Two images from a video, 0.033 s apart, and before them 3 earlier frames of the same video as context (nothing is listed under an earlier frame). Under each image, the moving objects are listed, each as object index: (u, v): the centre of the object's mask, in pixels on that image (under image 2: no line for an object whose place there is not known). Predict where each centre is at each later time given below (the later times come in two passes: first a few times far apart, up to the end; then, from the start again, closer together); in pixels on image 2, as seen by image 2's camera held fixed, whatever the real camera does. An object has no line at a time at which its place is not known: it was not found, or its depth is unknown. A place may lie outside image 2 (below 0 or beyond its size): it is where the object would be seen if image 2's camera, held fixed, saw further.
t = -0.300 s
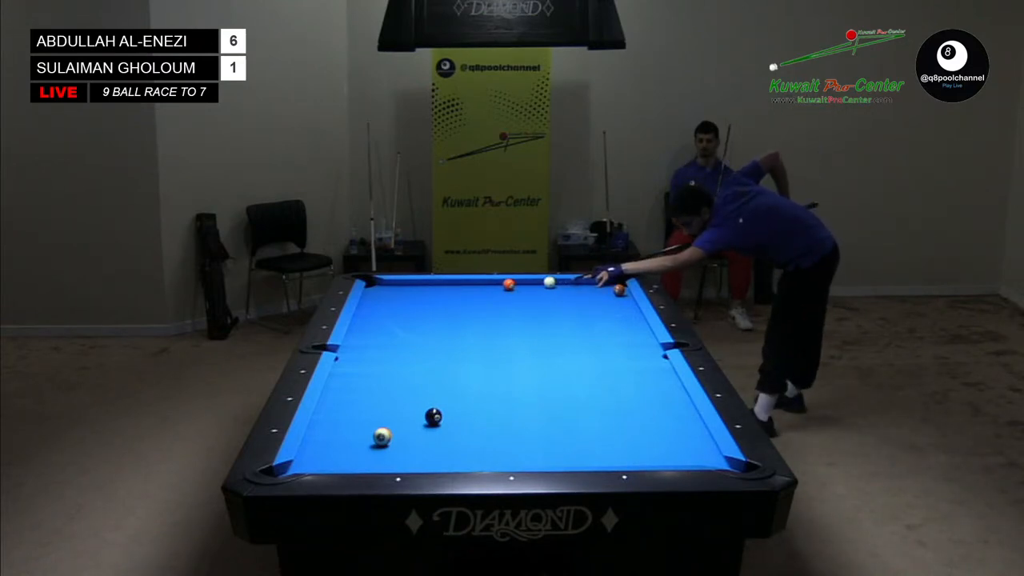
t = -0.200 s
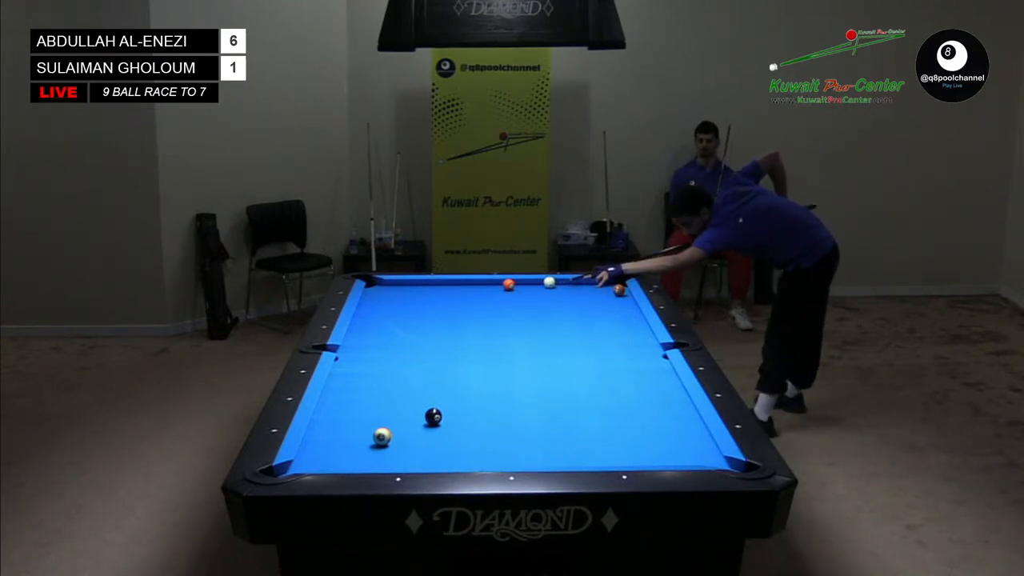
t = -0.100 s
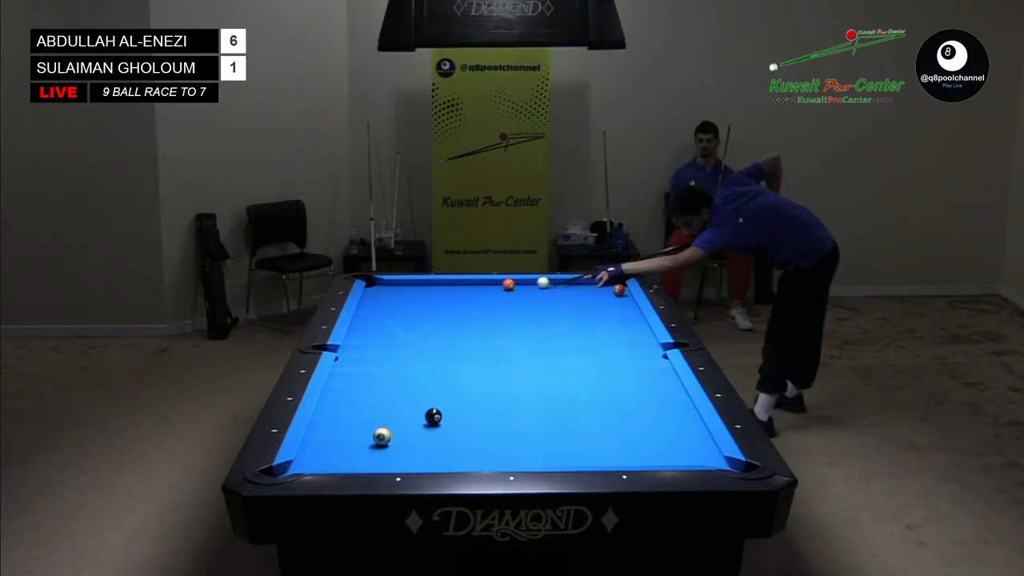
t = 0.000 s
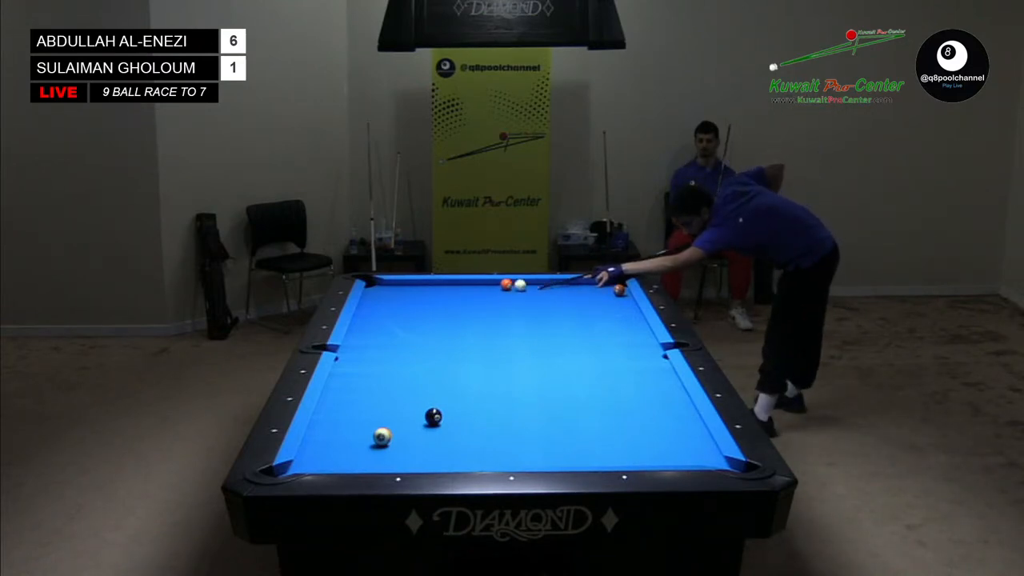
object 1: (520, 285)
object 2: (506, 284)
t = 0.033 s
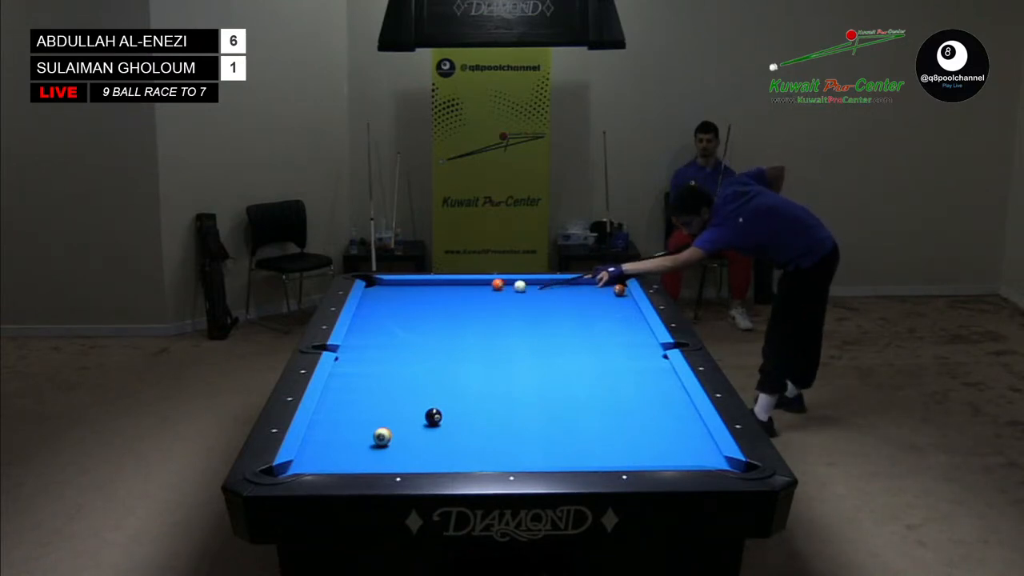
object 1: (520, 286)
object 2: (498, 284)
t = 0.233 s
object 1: (524, 289)
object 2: (461, 283)
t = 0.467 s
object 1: (531, 293)
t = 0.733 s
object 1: (537, 297)
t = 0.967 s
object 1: (543, 300)
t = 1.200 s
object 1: (548, 304)
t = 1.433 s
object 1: (553, 307)
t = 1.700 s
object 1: (559, 310)
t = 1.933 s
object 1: (563, 312)
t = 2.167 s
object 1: (567, 315)
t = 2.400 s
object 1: (570, 317)
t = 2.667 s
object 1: (574, 319)
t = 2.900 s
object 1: (577, 321)
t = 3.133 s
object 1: (580, 323)
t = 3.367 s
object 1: (582, 324)
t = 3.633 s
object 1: (584, 326)
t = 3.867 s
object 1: (585, 327)
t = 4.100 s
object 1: (586, 328)
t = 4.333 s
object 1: (586, 328)
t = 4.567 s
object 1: (586, 328)
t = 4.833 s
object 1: (586, 328)
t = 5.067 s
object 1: (586, 328)
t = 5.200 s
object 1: (586, 328)
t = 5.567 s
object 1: (587, 329)
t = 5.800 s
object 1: (586, 328)
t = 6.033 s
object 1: (586, 328)
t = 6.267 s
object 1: (587, 328)
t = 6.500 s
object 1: (587, 328)
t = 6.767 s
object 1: (587, 328)
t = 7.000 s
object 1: (587, 328)
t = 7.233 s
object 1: (587, 328)
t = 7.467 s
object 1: (587, 328)
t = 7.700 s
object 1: (587, 328)
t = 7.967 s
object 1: (586, 328)
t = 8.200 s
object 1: (586, 328)
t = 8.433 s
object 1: (587, 328)
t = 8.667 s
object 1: (586, 328)
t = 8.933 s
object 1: (587, 328)
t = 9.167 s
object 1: (587, 328)
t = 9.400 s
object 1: (587, 328)
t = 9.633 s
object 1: (587, 328)
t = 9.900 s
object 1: (587, 328)
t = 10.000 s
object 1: (587, 328)
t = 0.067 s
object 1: (520, 287)
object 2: (490, 284)
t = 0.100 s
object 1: (520, 287)
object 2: (486, 284)
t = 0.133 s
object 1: (521, 288)
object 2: (479, 284)
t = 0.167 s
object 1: (522, 289)
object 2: (471, 284)
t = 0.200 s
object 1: (523, 289)
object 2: (468, 283)
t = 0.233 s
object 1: (524, 289)
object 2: (461, 283)
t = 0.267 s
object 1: (525, 290)
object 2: (454, 283)
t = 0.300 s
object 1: (526, 290)
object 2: (451, 283)
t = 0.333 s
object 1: (526, 291)
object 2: (448, 283)
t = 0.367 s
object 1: (527, 291)
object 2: (441, 283)
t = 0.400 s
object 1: (528, 292)
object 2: (434, 283)
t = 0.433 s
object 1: (529, 292)
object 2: (428, 282)
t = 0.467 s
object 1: (531, 293)
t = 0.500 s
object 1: (531, 294)
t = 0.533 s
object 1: (532, 294)
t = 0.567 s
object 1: (533, 295)
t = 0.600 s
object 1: (534, 295)
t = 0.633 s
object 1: (535, 296)
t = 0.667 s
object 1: (536, 296)
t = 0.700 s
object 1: (536, 296)
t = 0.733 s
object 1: (537, 297)
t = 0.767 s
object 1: (538, 297)
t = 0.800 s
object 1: (539, 298)
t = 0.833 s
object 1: (540, 298)
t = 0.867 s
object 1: (540, 299)
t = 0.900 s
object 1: (541, 299)
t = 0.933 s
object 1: (542, 300)
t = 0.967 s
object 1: (543, 300)
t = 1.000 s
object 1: (543, 300)
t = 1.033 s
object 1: (544, 301)
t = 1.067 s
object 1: (545, 302)
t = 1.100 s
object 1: (546, 302)
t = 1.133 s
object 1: (546, 302)
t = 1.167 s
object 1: (547, 303)
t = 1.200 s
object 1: (548, 304)
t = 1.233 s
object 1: (549, 304)
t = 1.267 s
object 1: (550, 305)
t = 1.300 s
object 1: (550, 305)
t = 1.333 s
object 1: (551, 305)
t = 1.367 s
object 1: (552, 306)
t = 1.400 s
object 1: (552, 306)
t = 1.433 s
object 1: (553, 307)
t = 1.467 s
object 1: (554, 307)
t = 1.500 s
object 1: (555, 307)
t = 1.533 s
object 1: (555, 307)
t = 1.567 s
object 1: (556, 308)
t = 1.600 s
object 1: (557, 309)
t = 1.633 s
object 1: (558, 309)
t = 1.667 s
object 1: (558, 310)
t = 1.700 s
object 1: (559, 310)
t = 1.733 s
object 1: (559, 310)
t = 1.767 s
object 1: (560, 311)
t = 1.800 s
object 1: (560, 311)
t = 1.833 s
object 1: (561, 311)
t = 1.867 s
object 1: (562, 312)
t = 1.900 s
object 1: (562, 312)
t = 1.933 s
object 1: (563, 312)
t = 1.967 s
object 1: (563, 313)
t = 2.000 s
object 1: (564, 313)
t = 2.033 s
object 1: (565, 314)
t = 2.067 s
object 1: (566, 314)
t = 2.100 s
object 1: (566, 314)
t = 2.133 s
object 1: (566, 315)
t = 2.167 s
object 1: (567, 315)
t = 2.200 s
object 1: (567, 315)
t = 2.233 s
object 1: (568, 316)
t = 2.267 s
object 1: (568, 316)
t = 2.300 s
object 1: (569, 316)
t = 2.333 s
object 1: (569, 316)
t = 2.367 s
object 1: (570, 317)
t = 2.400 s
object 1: (570, 317)
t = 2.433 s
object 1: (571, 318)
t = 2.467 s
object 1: (572, 318)
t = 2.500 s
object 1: (572, 318)
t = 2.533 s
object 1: (573, 318)
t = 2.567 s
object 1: (573, 319)
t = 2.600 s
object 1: (573, 319)
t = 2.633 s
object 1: (574, 319)
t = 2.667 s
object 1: (574, 319)
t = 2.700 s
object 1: (575, 319)
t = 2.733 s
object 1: (575, 320)
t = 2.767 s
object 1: (576, 320)
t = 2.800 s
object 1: (576, 320)
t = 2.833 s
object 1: (577, 320)
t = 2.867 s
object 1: (577, 321)
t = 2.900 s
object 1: (577, 321)
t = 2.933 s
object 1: (578, 321)
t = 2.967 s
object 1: (578, 322)
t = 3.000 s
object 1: (579, 322)
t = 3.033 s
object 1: (579, 322)
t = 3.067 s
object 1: (579, 322)
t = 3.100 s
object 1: (580, 323)
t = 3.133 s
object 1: (580, 323)
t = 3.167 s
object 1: (581, 323)
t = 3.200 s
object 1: (581, 323)
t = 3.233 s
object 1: (581, 324)
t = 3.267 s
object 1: (581, 324)
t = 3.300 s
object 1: (582, 324)
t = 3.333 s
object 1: (582, 324)
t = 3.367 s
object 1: (582, 324)
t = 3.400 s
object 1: (582, 325)
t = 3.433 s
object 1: (583, 325)
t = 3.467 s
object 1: (583, 325)
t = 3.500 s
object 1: (583, 325)
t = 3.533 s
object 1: (583, 325)
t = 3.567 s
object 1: (583, 325)
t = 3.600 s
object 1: (583, 326)
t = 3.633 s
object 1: (584, 326)
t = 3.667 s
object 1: (584, 326)
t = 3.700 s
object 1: (584, 326)
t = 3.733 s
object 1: (584, 326)
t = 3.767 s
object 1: (585, 327)
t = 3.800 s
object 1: (585, 327)
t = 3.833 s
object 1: (585, 327)
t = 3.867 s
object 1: (585, 327)
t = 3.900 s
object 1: (585, 327)
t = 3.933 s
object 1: (585, 327)
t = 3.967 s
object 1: (585, 327)
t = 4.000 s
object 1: (585, 327)
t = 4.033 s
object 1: (586, 327)
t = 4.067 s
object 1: (586, 327)
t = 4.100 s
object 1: (586, 328)
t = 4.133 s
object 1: (586, 328)
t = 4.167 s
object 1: (586, 328)
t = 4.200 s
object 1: (586, 328)
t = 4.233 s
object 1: (586, 328)
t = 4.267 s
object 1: (586, 328)
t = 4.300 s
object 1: (586, 328)
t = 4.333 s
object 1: (586, 328)
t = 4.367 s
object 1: (586, 328)
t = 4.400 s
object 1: (586, 328)
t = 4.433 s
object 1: (586, 328)
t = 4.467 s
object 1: (586, 328)
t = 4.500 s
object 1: (586, 328)
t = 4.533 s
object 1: (586, 328)
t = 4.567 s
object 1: (586, 328)
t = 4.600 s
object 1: (586, 328)
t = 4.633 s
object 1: (586, 328)
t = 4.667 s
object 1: (586, 328)
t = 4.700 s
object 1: (586, 328)
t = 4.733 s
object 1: (586, 328)
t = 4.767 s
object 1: (586, 328)
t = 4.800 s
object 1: (586, 328)
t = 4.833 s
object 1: (586, 328)
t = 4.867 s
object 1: (586, 328)
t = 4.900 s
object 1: (586, 328)
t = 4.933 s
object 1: (586, 328)
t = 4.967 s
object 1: (587, 328)
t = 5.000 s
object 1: (586, 328)
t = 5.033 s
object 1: (586, 328)
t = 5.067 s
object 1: (586, 328)
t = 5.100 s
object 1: (586, 328)
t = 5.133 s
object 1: (586, 328)
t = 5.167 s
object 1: (586, 328)
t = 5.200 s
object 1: (586, 328)
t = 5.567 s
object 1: (587, 329)
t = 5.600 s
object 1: (587, 328)
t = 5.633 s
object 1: (587, 328)
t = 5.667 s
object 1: (587, 328)
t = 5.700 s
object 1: (587, 328)
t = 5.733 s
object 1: (587, 328)
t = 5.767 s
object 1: (587, 328)
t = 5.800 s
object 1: (586, 328)
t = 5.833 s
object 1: (586, 328)
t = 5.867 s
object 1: (586, 328)
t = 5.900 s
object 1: (586, 328)
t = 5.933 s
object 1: (586, 328)
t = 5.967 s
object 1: (586, 328)
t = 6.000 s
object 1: (587, 328)
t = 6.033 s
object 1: (586, 328)
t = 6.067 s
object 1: (586, 328)
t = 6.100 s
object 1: (587, 328)
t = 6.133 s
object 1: (587, 328)
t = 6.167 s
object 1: (587, 328)
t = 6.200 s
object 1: (587, 328)
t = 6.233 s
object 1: (587, 328)
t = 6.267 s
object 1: (587, 328)
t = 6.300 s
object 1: (587, 328)
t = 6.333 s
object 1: (587, 328)
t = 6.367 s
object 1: (587, 328)
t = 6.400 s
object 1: (587, 328)
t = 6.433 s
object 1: (587, 328)
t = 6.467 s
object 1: (587, 328)
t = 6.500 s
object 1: (587, 328)
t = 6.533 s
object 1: (587, 328)
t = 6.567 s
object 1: (587, 328)
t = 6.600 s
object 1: (587, 328)
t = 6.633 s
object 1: (587, 328)
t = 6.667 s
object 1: (587, 328)
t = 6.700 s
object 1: (587, 328)
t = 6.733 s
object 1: (587, 328)
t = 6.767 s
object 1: (587, 328)
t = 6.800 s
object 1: (587, 328)
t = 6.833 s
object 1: (587, 328)
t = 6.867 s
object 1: (587, 328)
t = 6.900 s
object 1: (587, 328)
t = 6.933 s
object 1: (587, 328)
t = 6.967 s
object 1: (587, 328)
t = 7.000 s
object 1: (587, 328)
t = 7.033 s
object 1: (587, 328)
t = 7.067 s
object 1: (587, 328)
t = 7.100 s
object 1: (587, 328)
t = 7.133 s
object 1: (587, 328)
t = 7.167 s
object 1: (587, 328)
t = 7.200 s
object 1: (587, 328)
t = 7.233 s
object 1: (587, 328)
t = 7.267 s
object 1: (587, 328)
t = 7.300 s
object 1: (587, 328)
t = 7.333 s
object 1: (586, 328)
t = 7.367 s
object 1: (587, 328)
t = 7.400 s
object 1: (587, 328)
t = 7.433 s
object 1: (586, 328)
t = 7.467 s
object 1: (587, 328)
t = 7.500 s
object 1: (587, 328)
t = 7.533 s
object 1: (587, 328)
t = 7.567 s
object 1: (586, 328)
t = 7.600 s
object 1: (587, 328)
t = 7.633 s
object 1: (587, 328)
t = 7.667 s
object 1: (587, 328)
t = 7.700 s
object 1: (587, 328)
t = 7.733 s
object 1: (587, 328)
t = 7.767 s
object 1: (587, 328)
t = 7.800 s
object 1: (587, 328)
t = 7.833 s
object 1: (586, 328)
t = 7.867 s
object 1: (586, 328)
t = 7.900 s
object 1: (587, 328)
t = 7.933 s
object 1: (586, 328)
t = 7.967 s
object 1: (586, 328)
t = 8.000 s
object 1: (587, 328)
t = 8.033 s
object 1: (587, 328)
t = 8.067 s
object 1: (587, 328)
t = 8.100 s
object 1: (587, 328)
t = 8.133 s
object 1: (587, 328)
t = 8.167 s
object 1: (586, 328)
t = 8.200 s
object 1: (586, 328)
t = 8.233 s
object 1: (586, 328)
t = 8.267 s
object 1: (586, 328)
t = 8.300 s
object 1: (586, 328)
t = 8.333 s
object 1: (586, 328)
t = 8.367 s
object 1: (587, 328)
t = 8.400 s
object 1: (587, 328)
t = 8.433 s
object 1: (587, 328)
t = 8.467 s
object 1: (587, 328)
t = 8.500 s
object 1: (586, 328)
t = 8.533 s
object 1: (587, 328)
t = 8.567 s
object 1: (587, 328)
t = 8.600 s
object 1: (586, 328)
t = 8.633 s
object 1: (586, 328)
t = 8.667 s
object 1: (586, 328)
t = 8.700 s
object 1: (586, 328)
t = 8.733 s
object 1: (587, 328)
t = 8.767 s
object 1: (587, 328)
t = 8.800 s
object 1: (587, 328)
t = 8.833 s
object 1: (587, 328)
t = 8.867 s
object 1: (587, 328)
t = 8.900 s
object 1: (587, 328)
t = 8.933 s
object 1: (587, 328)
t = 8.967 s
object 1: (587, 328)
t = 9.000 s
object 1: (587, 328)
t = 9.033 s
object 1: (587, 328)
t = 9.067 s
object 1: (587, 328)
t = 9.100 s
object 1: (587, 328)
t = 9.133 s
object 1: (587, 328)
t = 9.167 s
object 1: (587, 328)
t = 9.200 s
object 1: (587, 328)
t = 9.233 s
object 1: (587, 328)
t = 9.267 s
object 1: (587, 328)
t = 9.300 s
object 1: (587, 328)
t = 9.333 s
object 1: (587, 328)
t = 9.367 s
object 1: (587, 328)
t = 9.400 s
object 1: (587, 328)
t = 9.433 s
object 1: (587, 328)
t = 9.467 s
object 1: (587, 328)
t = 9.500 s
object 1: (587, 328)
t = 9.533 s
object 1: (587, 328)
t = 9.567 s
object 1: (587, 328)
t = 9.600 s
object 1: (587, 328)
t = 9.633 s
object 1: (587, 328)
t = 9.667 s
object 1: (587, 328)
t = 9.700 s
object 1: (587, 328)
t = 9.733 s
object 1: (587, 328)
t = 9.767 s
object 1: (587, 328)
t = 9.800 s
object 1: (587, 328)
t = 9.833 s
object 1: (587, 328)
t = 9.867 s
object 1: (587, 328)
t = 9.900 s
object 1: (587, 328)
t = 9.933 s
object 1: (587, 328)
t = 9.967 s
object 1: (587, 328)
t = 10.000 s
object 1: (587, 328)
